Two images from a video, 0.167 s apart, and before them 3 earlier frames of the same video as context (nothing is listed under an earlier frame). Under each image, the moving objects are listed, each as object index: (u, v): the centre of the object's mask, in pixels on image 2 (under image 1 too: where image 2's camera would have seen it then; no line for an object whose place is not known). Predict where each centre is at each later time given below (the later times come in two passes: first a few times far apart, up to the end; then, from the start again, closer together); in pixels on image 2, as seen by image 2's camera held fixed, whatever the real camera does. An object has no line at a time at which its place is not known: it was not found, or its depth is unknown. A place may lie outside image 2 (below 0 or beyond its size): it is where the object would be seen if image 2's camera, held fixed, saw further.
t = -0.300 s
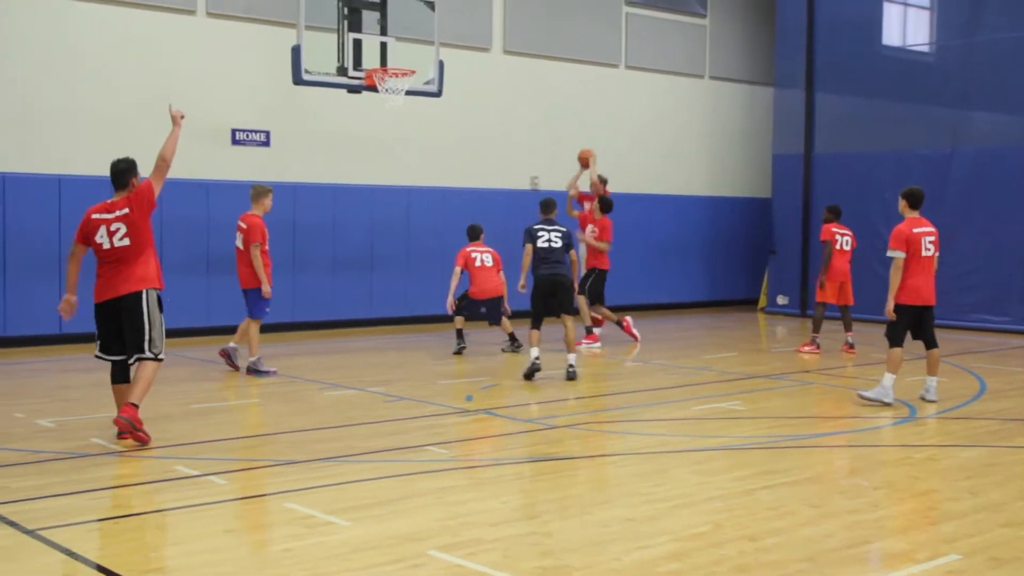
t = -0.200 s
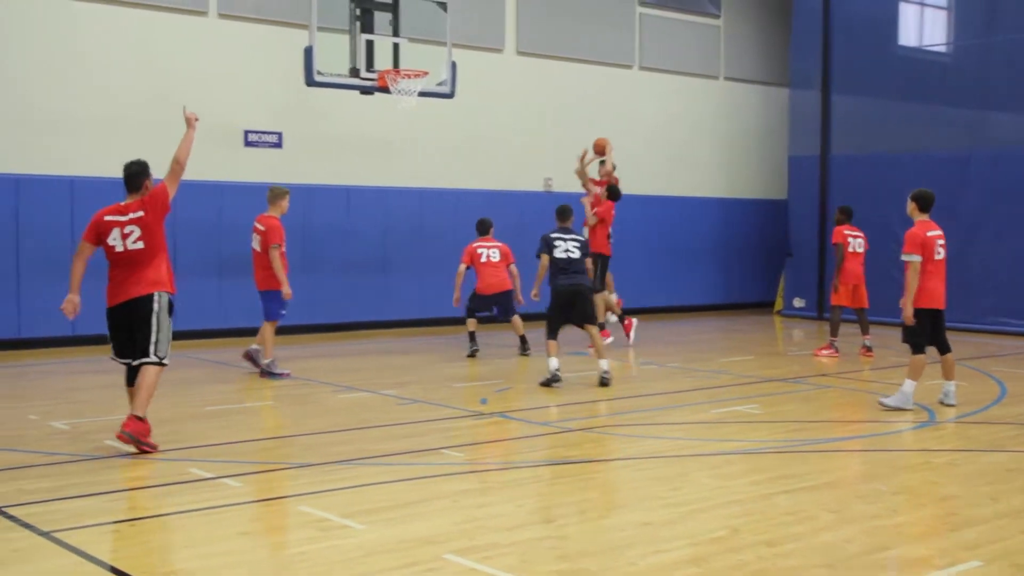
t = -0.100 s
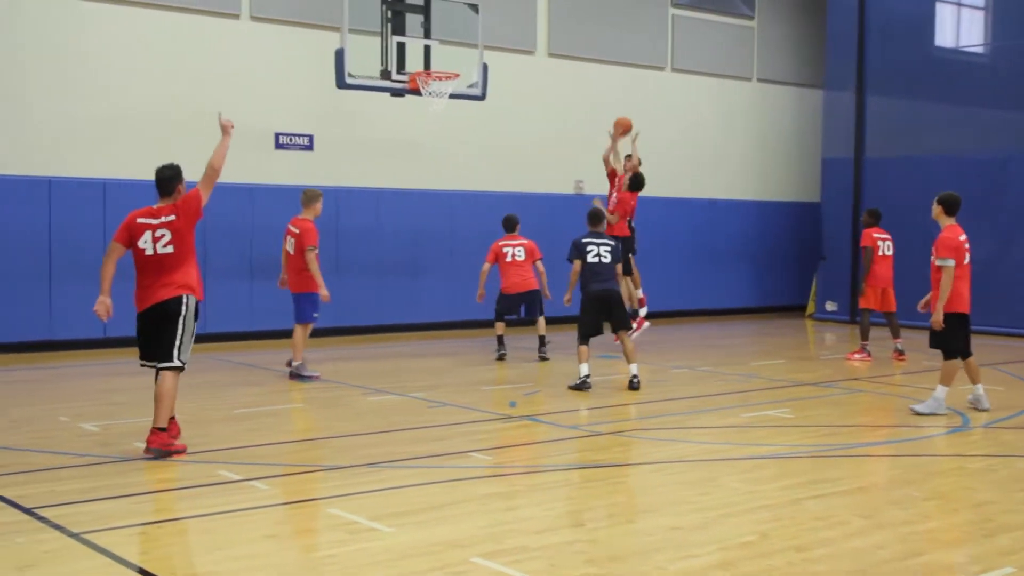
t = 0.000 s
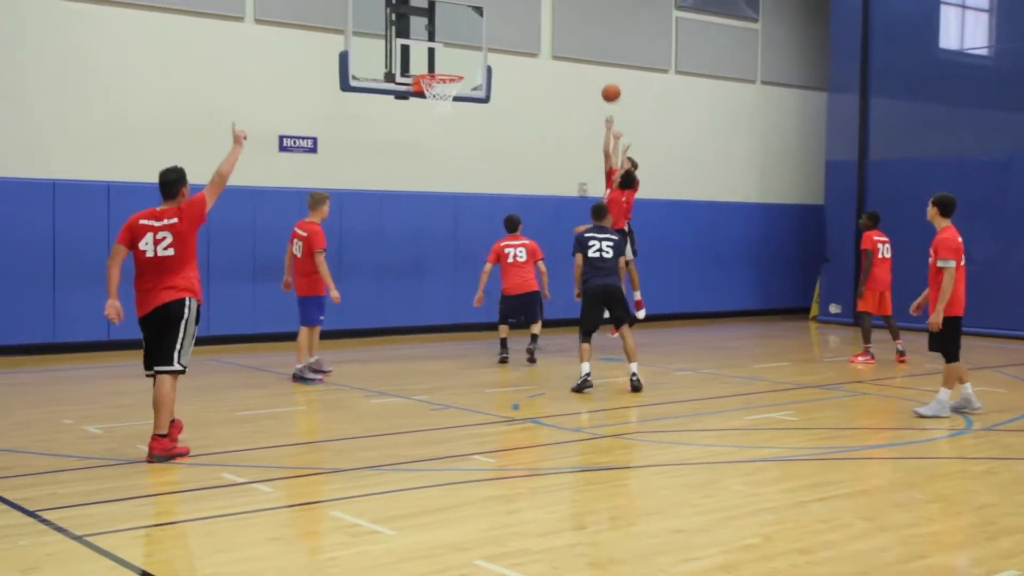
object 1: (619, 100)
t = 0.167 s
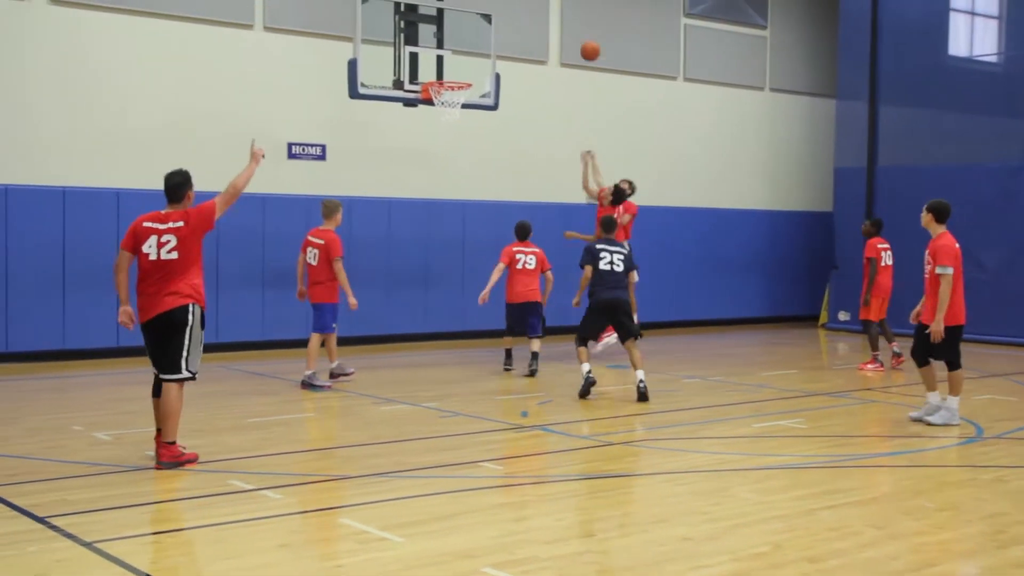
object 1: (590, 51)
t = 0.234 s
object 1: (578, 37)
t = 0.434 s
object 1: (539, 18)
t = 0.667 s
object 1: (493, 37)
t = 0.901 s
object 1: (467, 98)
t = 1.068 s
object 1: (495, 118)
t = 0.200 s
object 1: (584, 44)
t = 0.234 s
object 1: (578, 37)
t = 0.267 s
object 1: (572, 32)
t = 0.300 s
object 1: (565, 28)
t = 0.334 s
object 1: (559, 24)
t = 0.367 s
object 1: (553, 21)
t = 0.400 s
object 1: (546, 19)
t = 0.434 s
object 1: (539, 18)
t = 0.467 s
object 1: (533, 18)
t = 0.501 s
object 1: (527, 19)
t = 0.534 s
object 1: (520, 20)
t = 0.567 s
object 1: (513, 23)
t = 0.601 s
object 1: (507, 27)
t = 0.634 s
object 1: (500, 32)
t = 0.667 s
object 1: (493, 37)
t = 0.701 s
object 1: (486, 44)
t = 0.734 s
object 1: (479, 52)
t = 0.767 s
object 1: (472, 61)
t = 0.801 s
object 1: (465, 71)
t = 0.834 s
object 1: (458, 78)
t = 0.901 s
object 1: (467, 98)
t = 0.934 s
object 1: (471, 98)
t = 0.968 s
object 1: (474, 101)
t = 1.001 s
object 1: (481, 106)
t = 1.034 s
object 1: (488, 112)
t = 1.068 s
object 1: (495, 118)
